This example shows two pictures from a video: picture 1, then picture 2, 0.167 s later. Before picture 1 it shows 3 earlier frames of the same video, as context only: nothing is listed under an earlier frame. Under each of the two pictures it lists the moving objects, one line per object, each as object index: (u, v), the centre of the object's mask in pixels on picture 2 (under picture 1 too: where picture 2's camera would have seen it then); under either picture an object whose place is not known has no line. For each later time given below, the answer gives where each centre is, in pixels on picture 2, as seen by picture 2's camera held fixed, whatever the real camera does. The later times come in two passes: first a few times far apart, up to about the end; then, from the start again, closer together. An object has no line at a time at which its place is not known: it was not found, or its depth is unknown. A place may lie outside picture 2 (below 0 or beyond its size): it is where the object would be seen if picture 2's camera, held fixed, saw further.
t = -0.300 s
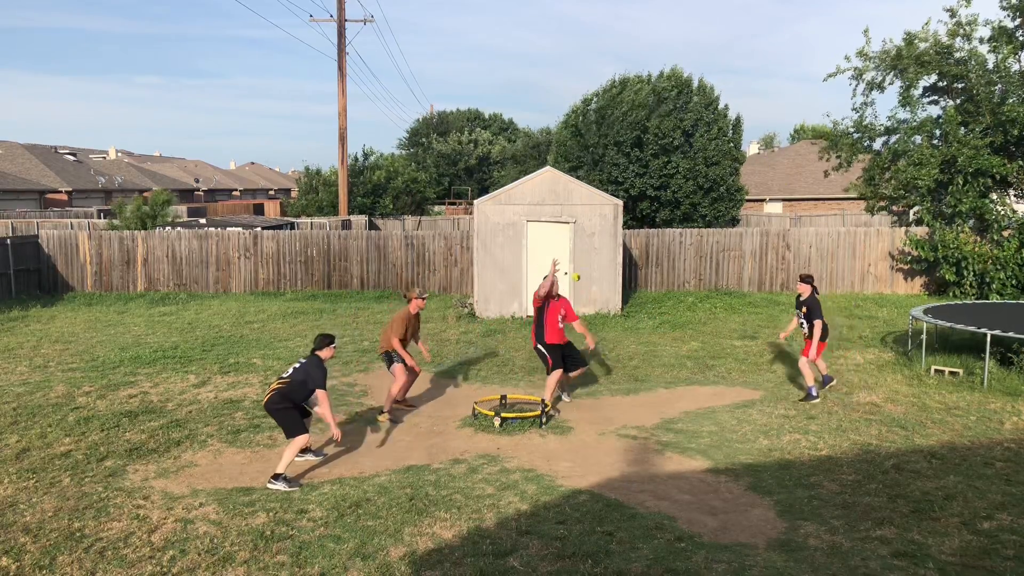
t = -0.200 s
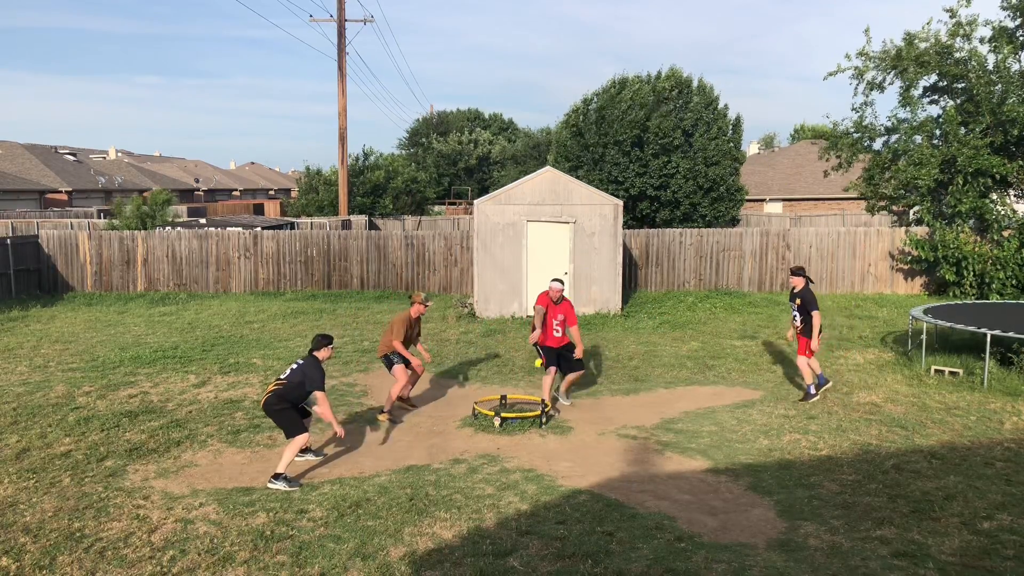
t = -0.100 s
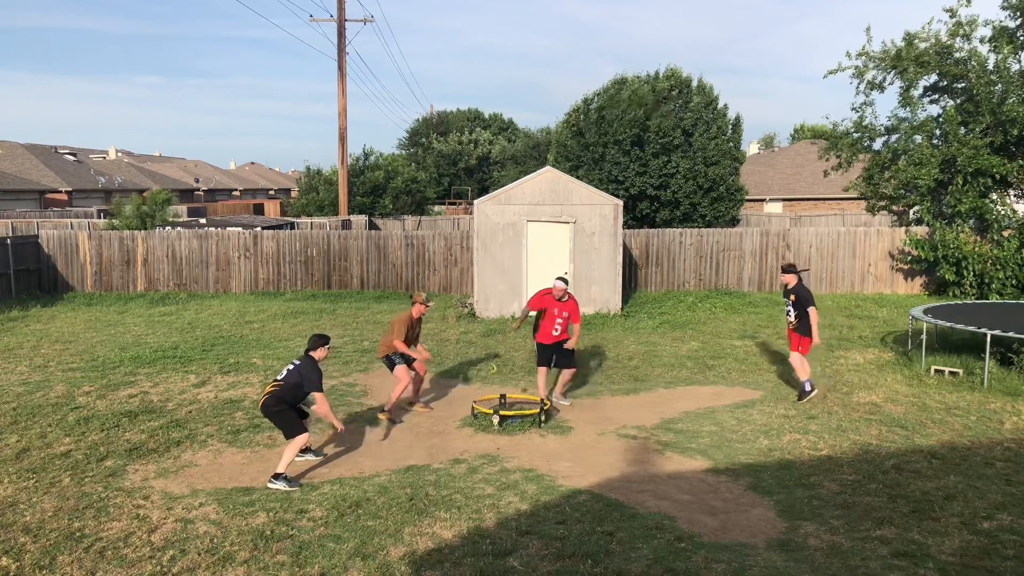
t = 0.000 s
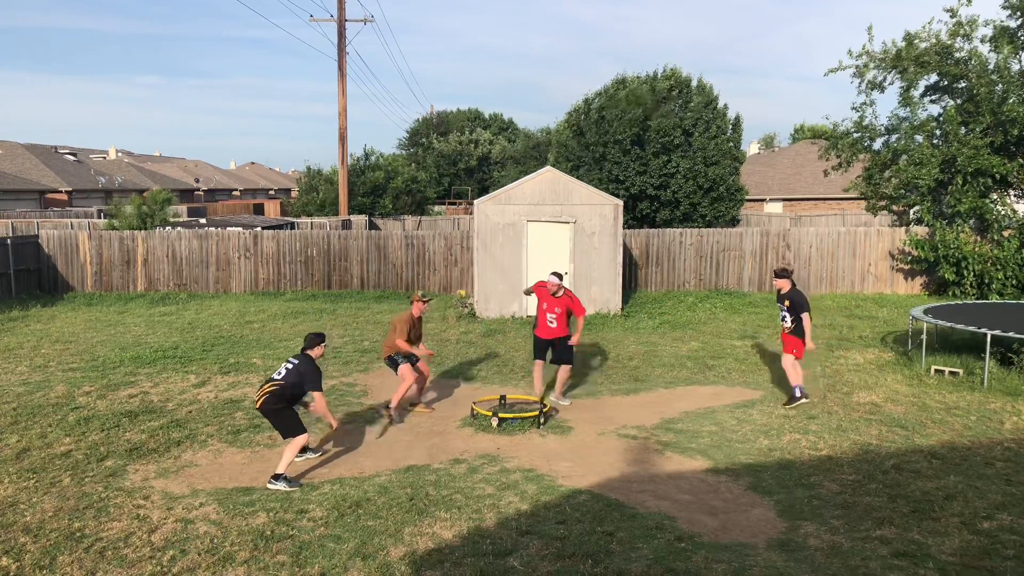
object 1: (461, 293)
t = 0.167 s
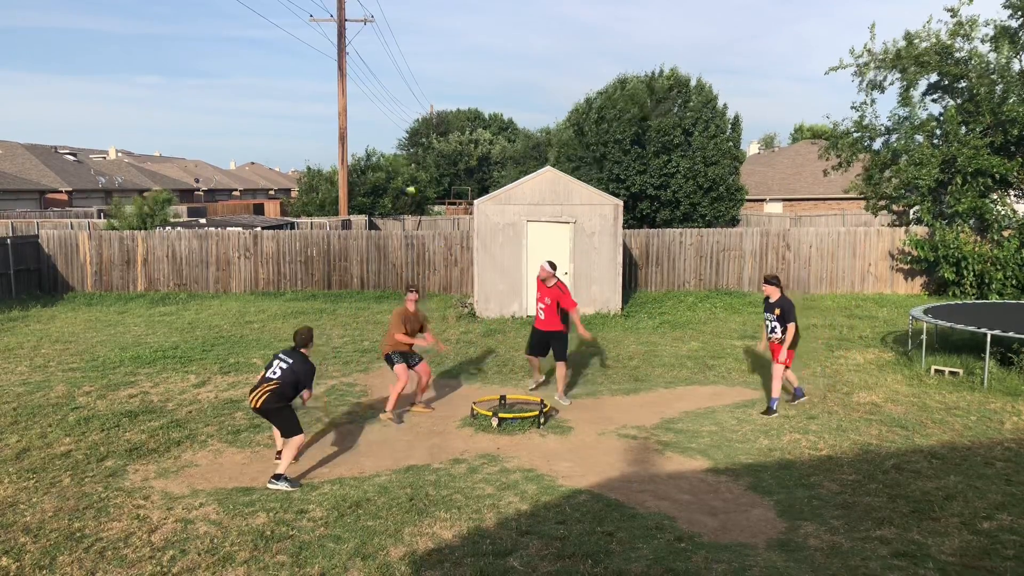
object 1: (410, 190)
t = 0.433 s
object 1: (335, 79)
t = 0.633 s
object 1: (284, 40)
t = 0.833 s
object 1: (237, 36)
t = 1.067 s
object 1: (189, 74)
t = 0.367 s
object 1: (353, 101)
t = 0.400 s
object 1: (344, 89)
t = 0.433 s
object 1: (335, 79)
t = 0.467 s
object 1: (326, 70)
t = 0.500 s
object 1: (318, 62)
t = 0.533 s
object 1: (309, 55)
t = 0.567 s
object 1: (301, 49)
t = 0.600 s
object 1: (292, 43)
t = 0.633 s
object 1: (284, 40)
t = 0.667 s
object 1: (276, 36)
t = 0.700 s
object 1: (268, 34)
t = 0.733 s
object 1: (260, 33)
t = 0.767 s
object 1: (252, 33)
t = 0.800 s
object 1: (245, 34)
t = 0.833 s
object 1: (237, 36)
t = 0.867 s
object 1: (230, 38)
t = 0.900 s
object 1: (223, 42)
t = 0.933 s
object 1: (216, 46)
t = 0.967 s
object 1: (209, 52)
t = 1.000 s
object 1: (202, 58)
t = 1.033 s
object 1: (196, 66)
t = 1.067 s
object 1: (189, 74)
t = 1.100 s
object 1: (183, 83)
